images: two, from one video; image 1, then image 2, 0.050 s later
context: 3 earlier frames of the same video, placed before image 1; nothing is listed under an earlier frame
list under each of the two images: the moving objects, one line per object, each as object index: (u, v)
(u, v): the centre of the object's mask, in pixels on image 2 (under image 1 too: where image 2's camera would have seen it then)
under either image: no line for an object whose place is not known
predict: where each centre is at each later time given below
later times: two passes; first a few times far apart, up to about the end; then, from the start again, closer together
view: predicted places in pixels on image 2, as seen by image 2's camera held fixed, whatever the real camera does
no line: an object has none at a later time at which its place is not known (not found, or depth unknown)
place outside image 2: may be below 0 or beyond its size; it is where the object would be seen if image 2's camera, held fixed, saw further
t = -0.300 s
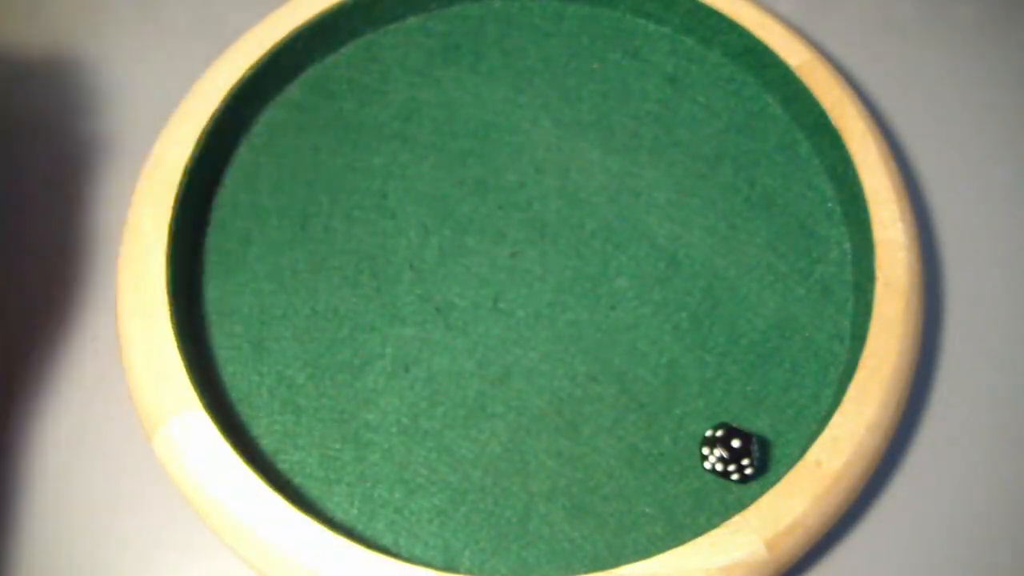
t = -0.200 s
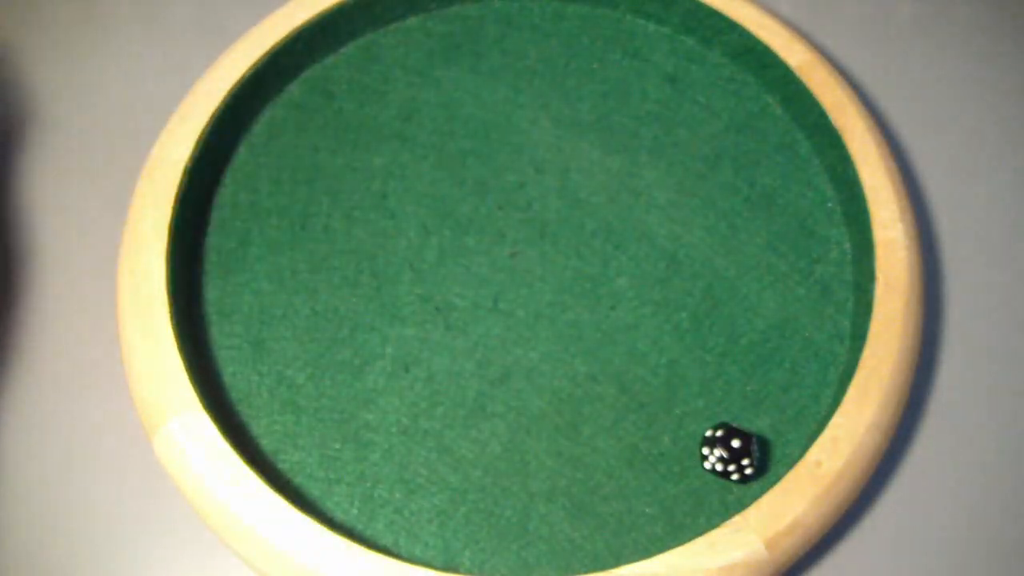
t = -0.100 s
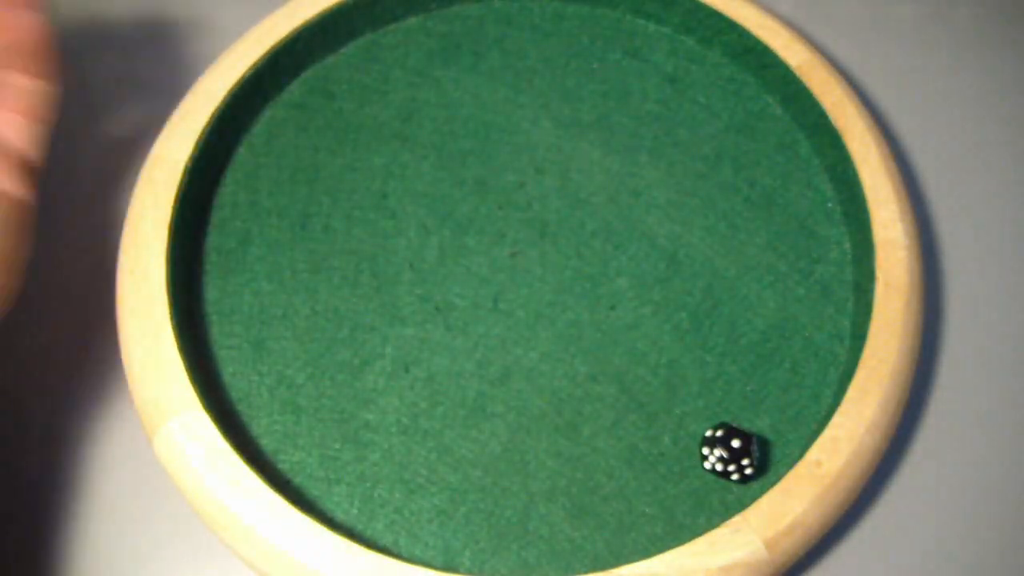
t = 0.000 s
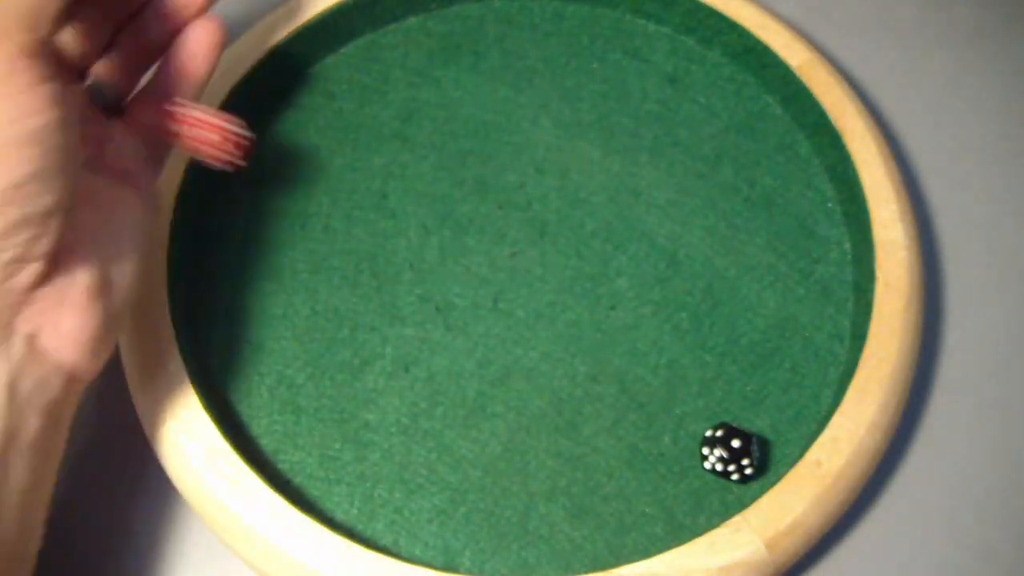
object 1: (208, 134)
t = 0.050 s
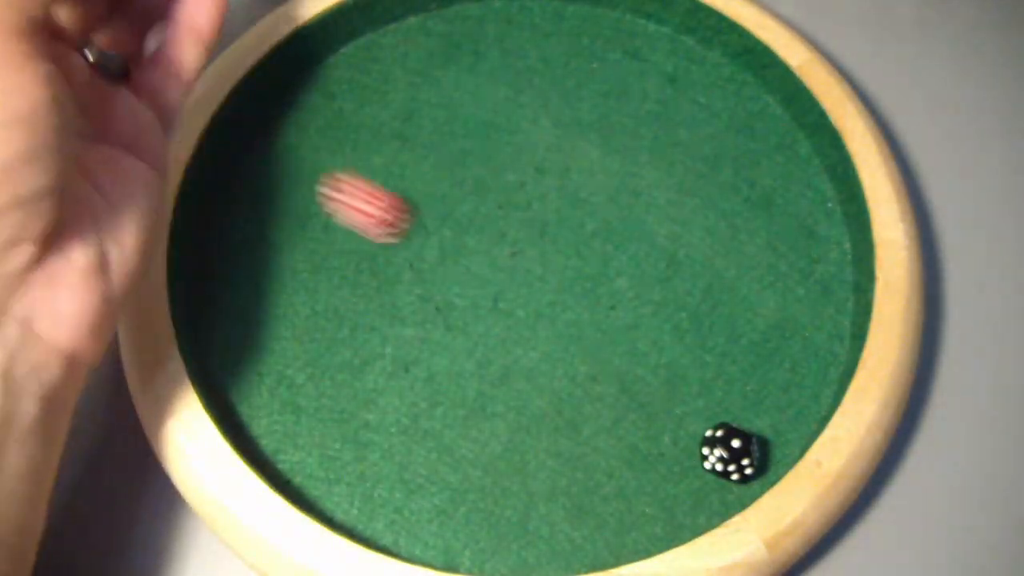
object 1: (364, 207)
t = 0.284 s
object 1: (780, 195)
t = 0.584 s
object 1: (661, 205)
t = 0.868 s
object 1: (661, 214)
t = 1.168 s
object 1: (661, 213)
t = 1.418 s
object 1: (661, 214)
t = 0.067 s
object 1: (410, 214)
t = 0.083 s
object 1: (451, 207)
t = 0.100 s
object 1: (492, 205)
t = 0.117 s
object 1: (532, 207)
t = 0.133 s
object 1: (573, 209)
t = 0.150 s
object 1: (613, 200)
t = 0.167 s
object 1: (653, 195)
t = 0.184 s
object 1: (691, 194)
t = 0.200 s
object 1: (730, 194)
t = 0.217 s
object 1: (768, 190)
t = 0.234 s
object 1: (807, 187)
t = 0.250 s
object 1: (814, 186)
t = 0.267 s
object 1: (800, 189)
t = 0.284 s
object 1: (780, 195)
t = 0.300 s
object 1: (766, 201)
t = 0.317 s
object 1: (753, 204)
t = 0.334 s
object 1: (742, 208)
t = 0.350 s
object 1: (730, 212)
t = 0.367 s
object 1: (721, 212)
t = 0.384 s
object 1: (712, 215)
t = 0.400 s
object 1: (704, 219)
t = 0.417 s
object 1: (697, 219)
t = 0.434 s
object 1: (691, 218)
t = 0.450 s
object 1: (685, 218)
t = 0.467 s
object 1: (680, 218)
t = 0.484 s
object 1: (675, 216)
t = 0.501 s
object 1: (670, 213)
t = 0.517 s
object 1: (667, 209)
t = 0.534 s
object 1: (664, 206)
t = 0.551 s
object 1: (662, 205)
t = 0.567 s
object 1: (661, 205)
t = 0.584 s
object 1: (661, 205)
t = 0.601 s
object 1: (661, 208)
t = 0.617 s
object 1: (661, 212)
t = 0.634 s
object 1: (661, 214)
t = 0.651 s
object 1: (661, 214)
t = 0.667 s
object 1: (661, 214)
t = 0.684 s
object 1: (661, 214)
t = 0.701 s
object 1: (661, 214)
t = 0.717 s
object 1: (661, 214)
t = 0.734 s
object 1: (661, 214)
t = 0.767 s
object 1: (661, 214)
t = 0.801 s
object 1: (661, 214)
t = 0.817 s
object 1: (661, 214)
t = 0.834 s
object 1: (661, 214)
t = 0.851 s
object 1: (661, 214)
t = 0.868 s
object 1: (661, 214)
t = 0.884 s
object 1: (661, 214)
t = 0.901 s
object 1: (661, 213)
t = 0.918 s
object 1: (661, 214)
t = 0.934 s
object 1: (661, 214)
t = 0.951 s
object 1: (661, 214)
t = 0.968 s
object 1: (661, 214)
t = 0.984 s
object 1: (661, 214)
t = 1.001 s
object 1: (661, 213)
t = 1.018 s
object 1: (661, 213)
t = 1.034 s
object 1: (661, 214)
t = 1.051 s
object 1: (661, 214)
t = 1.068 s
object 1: (661, 214)
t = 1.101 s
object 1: (661, 214)
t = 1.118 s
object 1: (661, 214)
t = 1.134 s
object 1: (661, 214)
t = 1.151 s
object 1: (661, 214)
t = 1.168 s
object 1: (661, 213)
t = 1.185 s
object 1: (661, 214)
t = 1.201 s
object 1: (661, 214)
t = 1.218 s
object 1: (661, 214)
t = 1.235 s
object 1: (661, 214)
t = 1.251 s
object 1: (661, 214)
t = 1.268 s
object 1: (661, 214)
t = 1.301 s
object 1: (661, 214)
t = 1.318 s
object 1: (661, 214)
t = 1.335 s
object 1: (661, 214)
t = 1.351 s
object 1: (661, 214)
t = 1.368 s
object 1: (661, 214)
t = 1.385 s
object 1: (661, 214)
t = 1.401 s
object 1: (661, 214)
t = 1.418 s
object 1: (661, 214)
